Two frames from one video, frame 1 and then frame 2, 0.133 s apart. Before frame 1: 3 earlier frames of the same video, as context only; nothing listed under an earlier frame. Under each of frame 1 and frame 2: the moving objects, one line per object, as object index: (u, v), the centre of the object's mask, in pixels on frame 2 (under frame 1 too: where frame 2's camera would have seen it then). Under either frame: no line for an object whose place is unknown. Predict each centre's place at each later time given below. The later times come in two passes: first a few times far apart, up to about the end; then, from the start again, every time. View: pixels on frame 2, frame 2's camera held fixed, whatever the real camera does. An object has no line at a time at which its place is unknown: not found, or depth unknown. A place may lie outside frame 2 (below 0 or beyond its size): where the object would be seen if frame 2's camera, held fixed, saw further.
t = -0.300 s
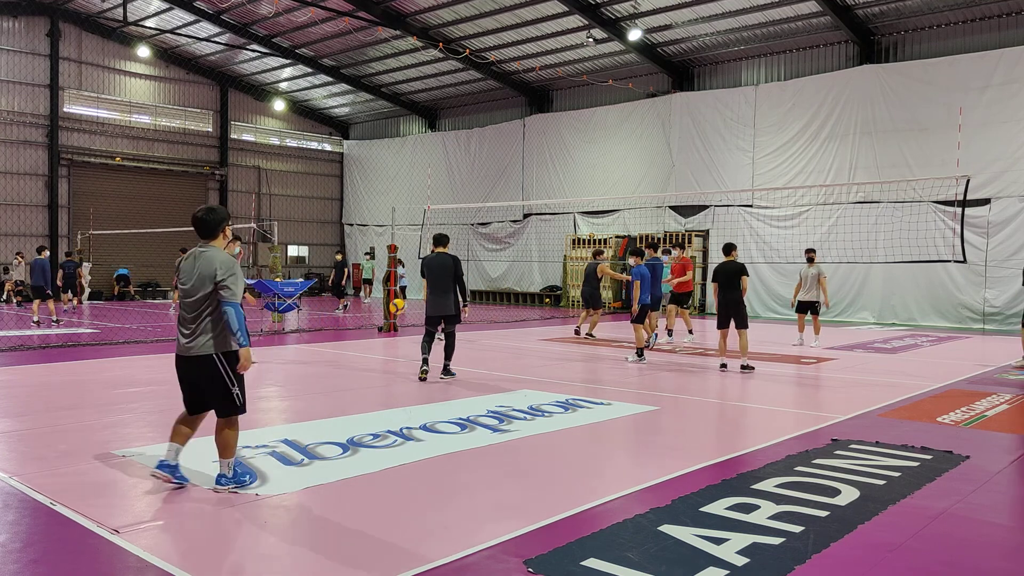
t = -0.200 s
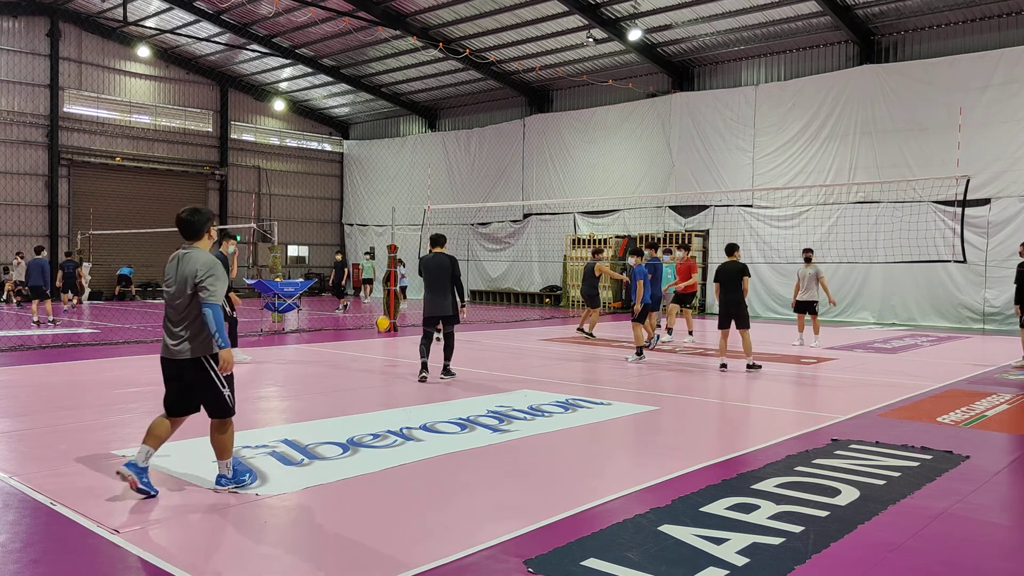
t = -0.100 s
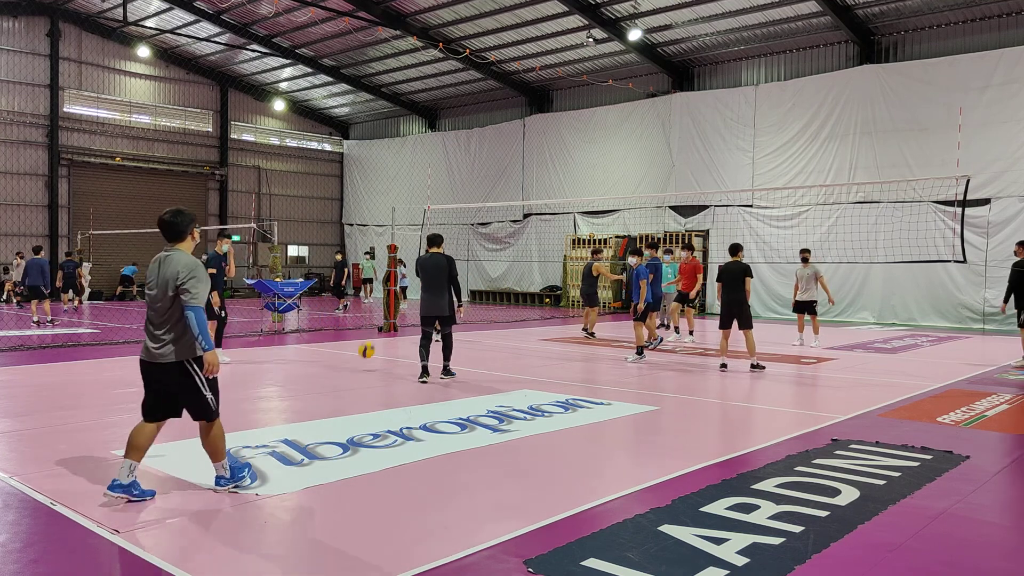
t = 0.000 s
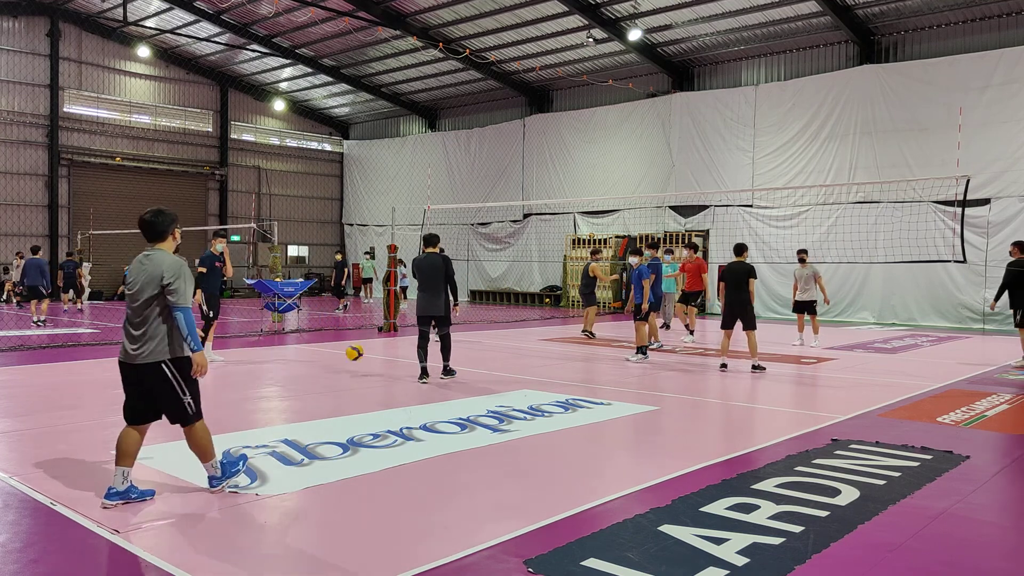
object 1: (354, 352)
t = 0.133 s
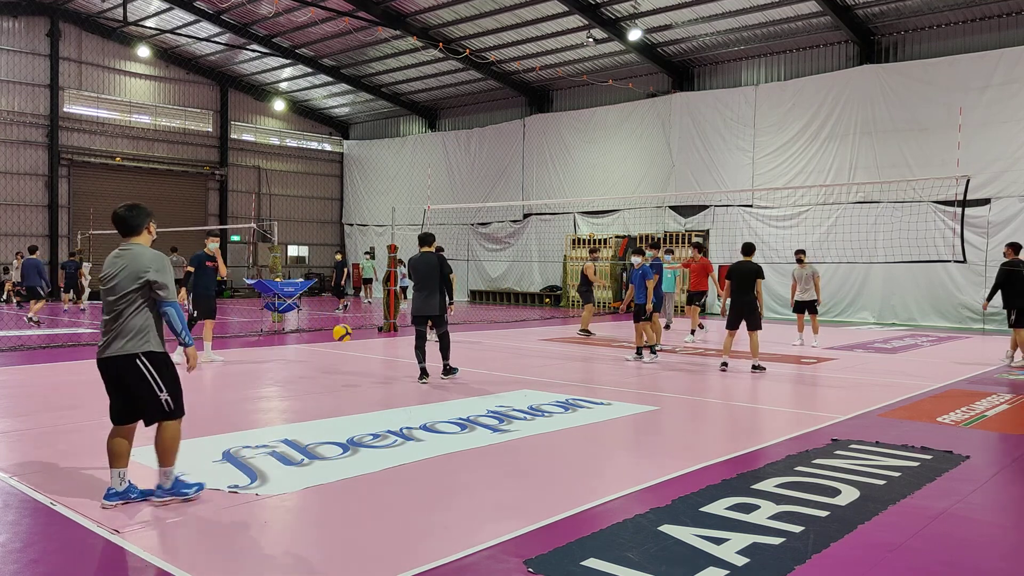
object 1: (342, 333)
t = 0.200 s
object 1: (335, 329)
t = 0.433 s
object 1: (308, 345)
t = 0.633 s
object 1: (278, 397)
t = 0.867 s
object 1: (239, 371)
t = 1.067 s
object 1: (196, 405)
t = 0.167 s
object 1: (338, 330)
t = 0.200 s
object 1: (335, 329)
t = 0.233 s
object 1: (331, 328)
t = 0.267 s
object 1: (328, 328)
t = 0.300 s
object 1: (324, 329)
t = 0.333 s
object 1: (320, 331)
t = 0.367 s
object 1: (316, 335)
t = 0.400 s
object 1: (312, 339)
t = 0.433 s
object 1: (308, 345)
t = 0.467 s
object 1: (303, 352)
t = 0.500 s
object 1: (298, 361)
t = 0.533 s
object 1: (293, 371)
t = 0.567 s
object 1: (288, 383)
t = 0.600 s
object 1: (283, 396)
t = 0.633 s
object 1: (278, 397)
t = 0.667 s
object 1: (274, 390)
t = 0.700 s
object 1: (268, 384)
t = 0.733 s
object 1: (263, 379)
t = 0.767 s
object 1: (257, 375)
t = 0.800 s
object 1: (252, 373)
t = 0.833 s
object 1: (246, 371)
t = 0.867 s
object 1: (239, 371)
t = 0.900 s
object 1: (233, 373)
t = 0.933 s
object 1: (226, 376)
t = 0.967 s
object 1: (219, 380)
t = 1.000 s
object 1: (212, 387)
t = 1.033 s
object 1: (204, 394)
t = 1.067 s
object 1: (196, 405)
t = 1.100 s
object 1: (188, 417)
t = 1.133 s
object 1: (179, 432)
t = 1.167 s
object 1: (170, 448)
